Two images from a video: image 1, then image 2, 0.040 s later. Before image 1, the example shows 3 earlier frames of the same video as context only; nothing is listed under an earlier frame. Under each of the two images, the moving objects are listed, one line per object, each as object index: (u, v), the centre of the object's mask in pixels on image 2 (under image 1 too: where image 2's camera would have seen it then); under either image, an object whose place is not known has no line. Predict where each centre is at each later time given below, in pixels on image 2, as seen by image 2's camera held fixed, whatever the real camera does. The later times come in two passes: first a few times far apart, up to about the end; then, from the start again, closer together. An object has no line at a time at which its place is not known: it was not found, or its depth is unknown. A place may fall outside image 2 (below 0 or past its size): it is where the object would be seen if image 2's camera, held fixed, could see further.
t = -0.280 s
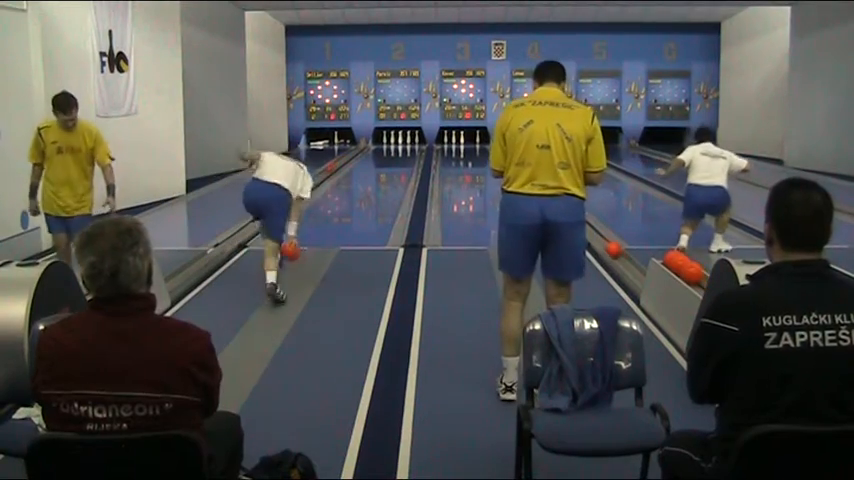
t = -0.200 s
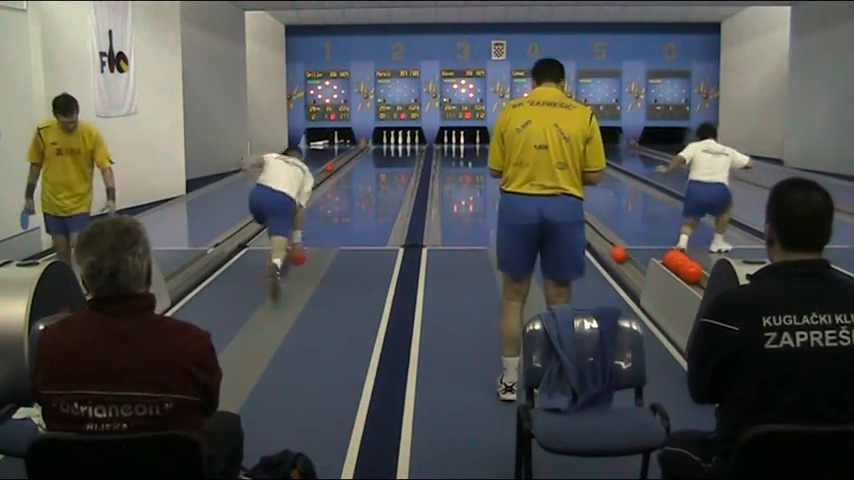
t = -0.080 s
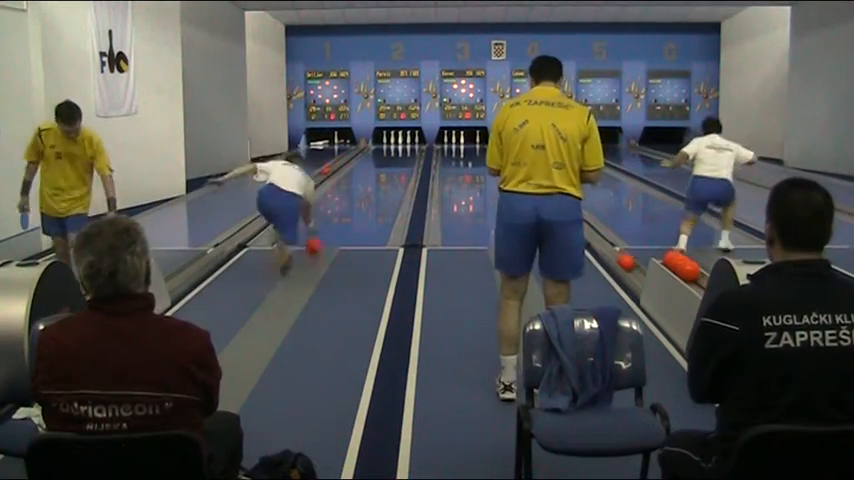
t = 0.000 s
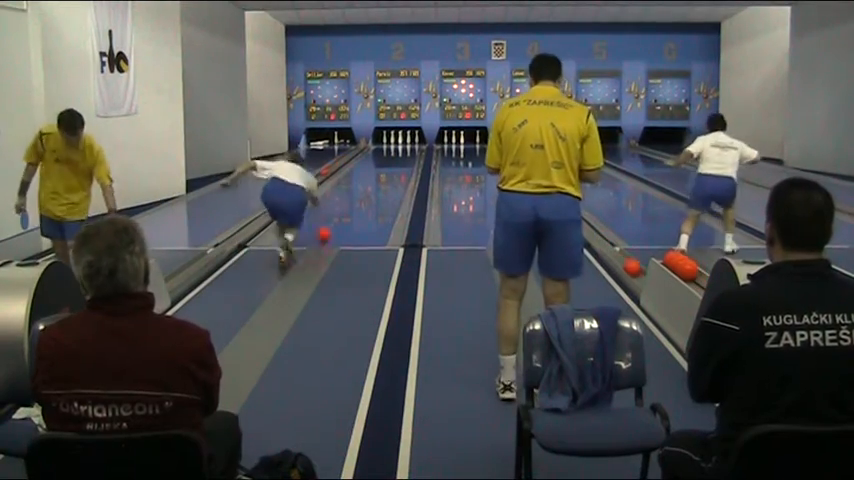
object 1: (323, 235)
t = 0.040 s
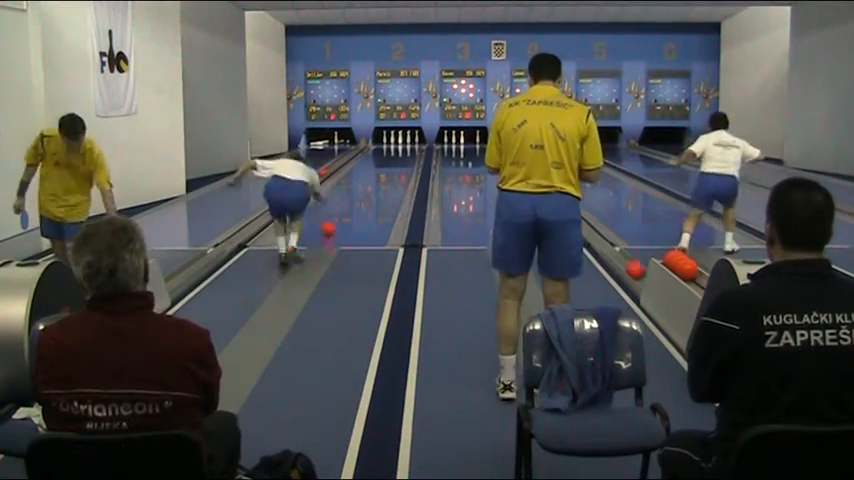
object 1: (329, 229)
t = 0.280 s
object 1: (348, 204)
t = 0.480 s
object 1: (361, 190)
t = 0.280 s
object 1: (348, 204)
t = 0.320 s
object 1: (352, 200)
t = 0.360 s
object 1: (354, 198)
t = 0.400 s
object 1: (357, 195)
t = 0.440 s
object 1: (358, 192)
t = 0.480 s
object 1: (361, 190)
